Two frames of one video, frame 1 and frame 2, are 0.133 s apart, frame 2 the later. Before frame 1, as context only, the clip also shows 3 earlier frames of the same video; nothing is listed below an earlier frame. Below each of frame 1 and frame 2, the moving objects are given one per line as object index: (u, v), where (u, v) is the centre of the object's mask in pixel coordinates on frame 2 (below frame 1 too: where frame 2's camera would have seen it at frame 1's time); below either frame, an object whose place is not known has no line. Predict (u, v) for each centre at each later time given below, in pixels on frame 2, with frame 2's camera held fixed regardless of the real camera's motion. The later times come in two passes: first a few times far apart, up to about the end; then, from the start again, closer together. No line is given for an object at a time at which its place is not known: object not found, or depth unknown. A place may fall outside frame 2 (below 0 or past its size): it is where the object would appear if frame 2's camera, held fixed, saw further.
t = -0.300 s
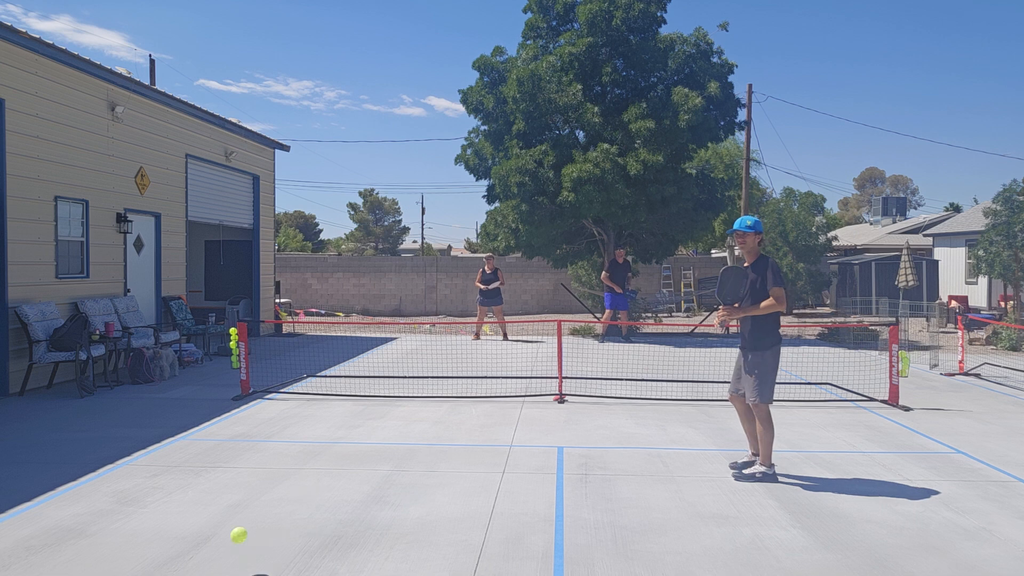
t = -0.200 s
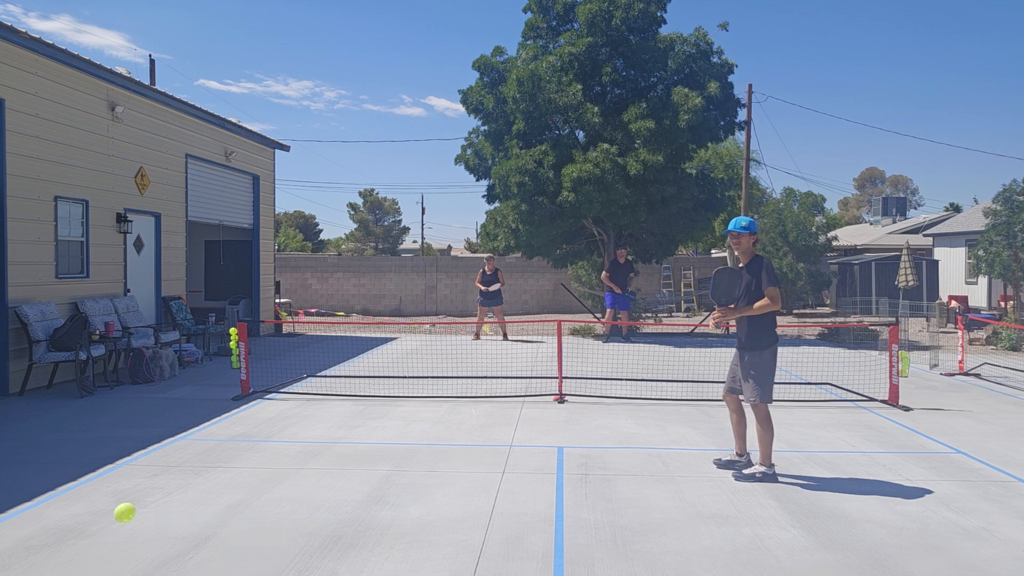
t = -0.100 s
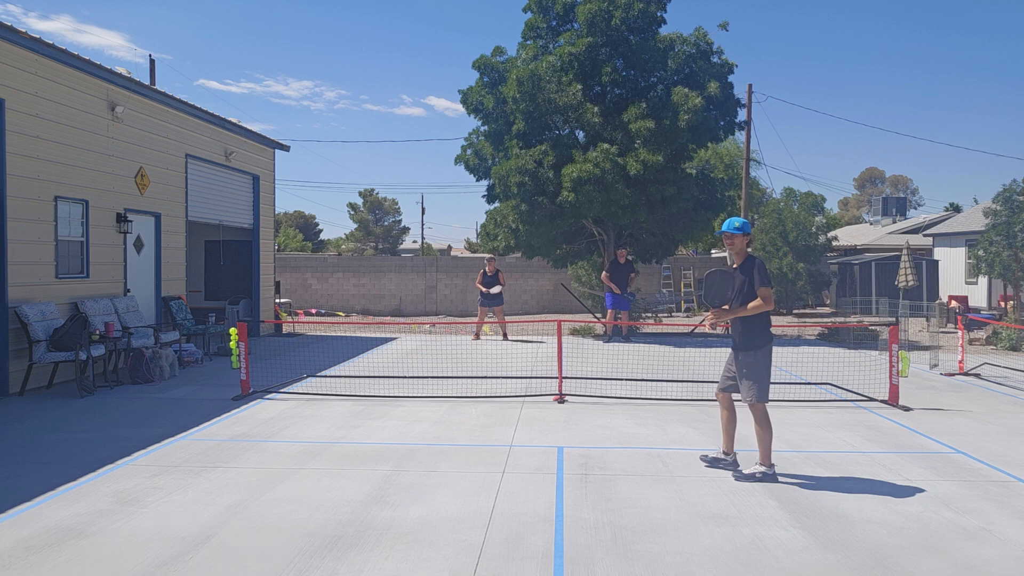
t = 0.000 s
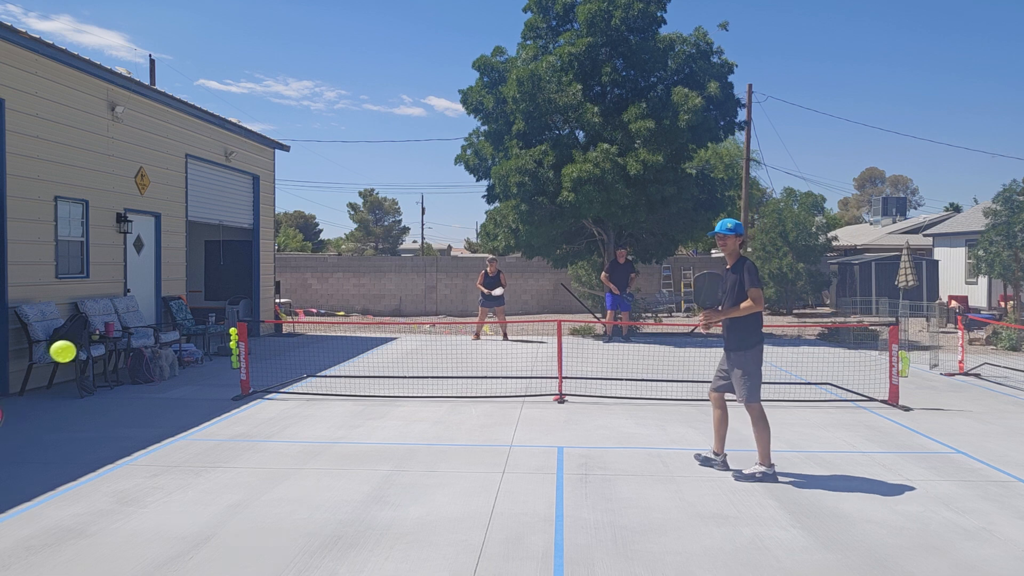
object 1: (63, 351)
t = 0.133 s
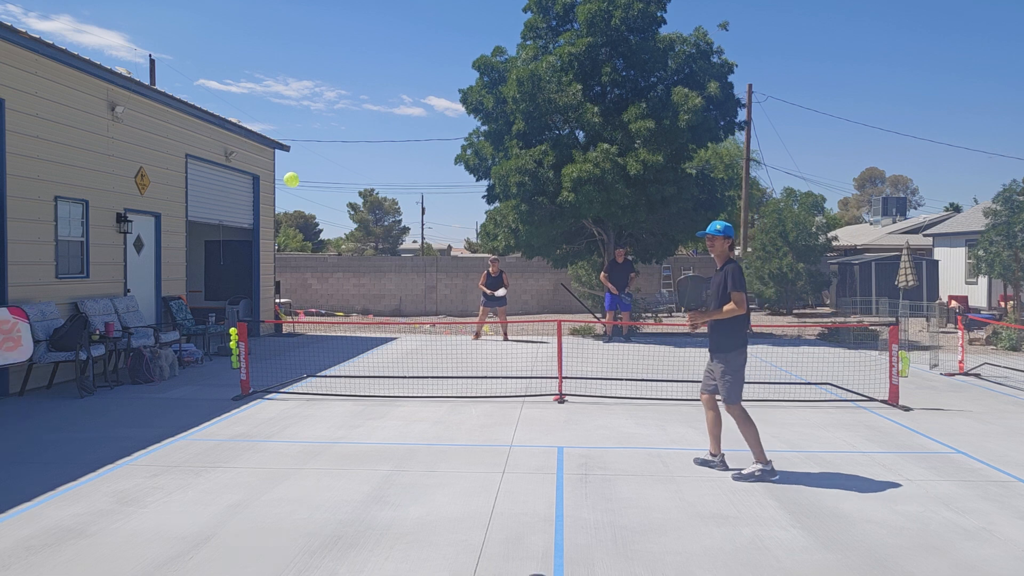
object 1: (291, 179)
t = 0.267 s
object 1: (406, 116)
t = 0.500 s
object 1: (511, 102)
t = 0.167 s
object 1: (326, 157)
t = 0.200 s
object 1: (357, 140)
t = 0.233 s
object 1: (383, 127)
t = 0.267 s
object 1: (406, 116)
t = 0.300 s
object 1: (427, 109)
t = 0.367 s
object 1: (461, 100)
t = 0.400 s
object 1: (475, 99)
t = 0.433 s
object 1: (489, 99)
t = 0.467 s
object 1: (500, 99)
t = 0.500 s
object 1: (511, 102)
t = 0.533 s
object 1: (521, 104)
